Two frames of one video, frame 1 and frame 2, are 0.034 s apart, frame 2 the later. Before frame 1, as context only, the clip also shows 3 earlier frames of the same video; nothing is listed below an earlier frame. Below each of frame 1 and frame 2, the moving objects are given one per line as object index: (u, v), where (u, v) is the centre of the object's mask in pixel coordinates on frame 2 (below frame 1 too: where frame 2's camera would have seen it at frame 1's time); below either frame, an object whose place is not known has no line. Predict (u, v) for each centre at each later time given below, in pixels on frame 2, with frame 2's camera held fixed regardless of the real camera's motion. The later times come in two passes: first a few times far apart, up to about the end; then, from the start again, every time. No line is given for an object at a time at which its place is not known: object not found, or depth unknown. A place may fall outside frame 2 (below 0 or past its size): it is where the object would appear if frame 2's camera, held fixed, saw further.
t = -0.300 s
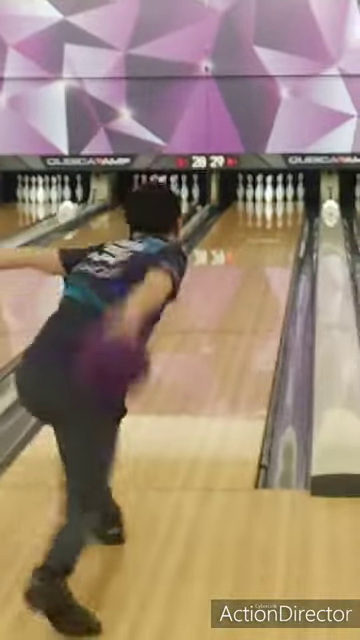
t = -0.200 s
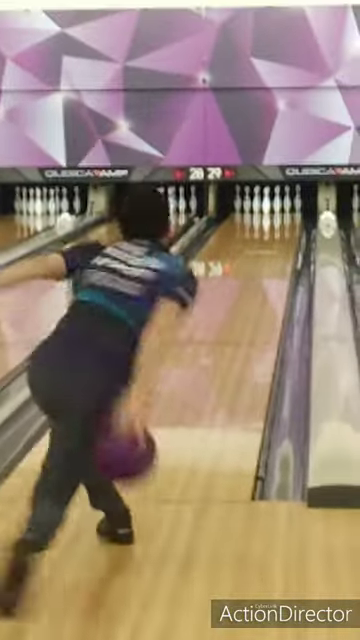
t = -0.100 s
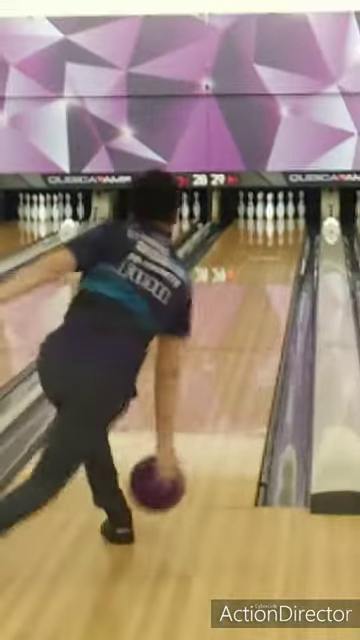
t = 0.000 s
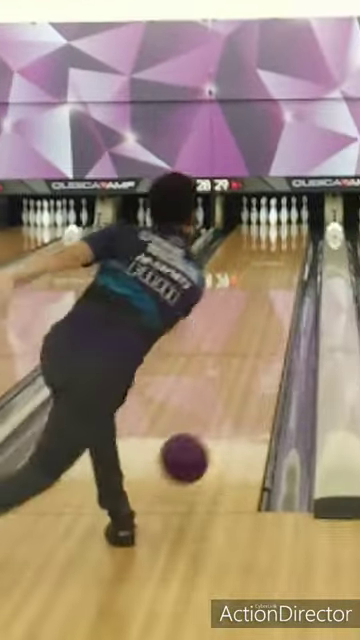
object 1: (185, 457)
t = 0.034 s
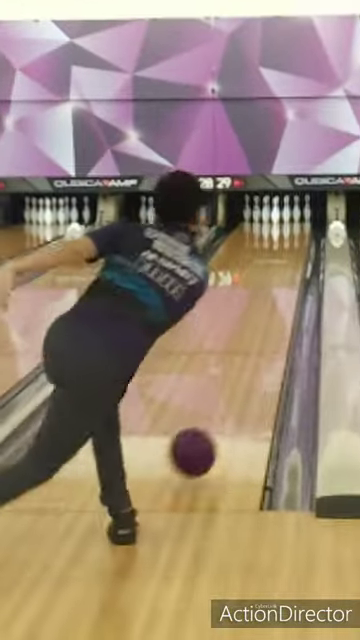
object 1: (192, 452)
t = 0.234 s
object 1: (224, 397)
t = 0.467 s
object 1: (248, 349)
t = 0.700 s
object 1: (265, 315)
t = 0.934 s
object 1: (276, 290)
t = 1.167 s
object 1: (284, 271)
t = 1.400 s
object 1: (290, 255)
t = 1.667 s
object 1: (293, 242)
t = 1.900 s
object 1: (294, 232)
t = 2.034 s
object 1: (290, 226)
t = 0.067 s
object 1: (199, 444)
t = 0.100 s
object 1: (204, 432)
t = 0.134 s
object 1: (209, 424)
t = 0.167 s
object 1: (215, 415)
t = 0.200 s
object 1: (220, 405)
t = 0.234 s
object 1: (224, 397)
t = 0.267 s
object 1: (228, 390)
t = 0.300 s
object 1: (232, 381)
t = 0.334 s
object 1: (236, 375)
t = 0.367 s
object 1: (239, 368)
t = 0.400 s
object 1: (243, 362)
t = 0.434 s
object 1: (246, 355)
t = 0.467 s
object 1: (248, 349)
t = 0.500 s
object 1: (251, 344)
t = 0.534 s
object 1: (254, 339)
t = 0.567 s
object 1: (256, 333)
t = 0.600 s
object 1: (258, 328)
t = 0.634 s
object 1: (261, 324)
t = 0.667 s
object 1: (263, 319)
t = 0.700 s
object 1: (265, 315)
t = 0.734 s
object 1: (266, 311)
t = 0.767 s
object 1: (268, 308)
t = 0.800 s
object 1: (270, 303)
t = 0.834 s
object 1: (272, 300)
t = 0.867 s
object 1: (273, 296)
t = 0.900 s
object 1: (275, 293)
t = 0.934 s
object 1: (276, 290)
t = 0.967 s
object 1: (277, 287)
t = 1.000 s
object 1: (279, 284)
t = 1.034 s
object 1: (280, 281)
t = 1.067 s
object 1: (282, 278)
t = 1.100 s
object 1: (282, 276)
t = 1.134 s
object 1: (283, 274)
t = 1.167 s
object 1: (284, 271)
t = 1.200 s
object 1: (285, 269)
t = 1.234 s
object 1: (286, 266)
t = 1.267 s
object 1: (287, 264)
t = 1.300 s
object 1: (287, 262)
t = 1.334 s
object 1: (288, 259)
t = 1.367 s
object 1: (289, 258)
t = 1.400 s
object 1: (290, 255)
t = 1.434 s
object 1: (290, 254)
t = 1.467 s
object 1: (290, 252)
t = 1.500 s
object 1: (291, 250)
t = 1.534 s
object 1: (292, 248)
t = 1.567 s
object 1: (292, 247)
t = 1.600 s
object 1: (292, 245)
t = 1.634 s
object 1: (293, 244)
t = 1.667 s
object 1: (293, 242)
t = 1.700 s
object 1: (294, 240)
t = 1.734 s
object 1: (293, 239)
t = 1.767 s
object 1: (293, 236)
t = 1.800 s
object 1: (293, 235)
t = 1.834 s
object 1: (293, 234)
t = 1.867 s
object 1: (293, 233)
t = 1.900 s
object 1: (294, 232)
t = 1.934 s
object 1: (292, 230)
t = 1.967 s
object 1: (292, 229)
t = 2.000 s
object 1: (291, 228)
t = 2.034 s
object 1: (290, 226)
